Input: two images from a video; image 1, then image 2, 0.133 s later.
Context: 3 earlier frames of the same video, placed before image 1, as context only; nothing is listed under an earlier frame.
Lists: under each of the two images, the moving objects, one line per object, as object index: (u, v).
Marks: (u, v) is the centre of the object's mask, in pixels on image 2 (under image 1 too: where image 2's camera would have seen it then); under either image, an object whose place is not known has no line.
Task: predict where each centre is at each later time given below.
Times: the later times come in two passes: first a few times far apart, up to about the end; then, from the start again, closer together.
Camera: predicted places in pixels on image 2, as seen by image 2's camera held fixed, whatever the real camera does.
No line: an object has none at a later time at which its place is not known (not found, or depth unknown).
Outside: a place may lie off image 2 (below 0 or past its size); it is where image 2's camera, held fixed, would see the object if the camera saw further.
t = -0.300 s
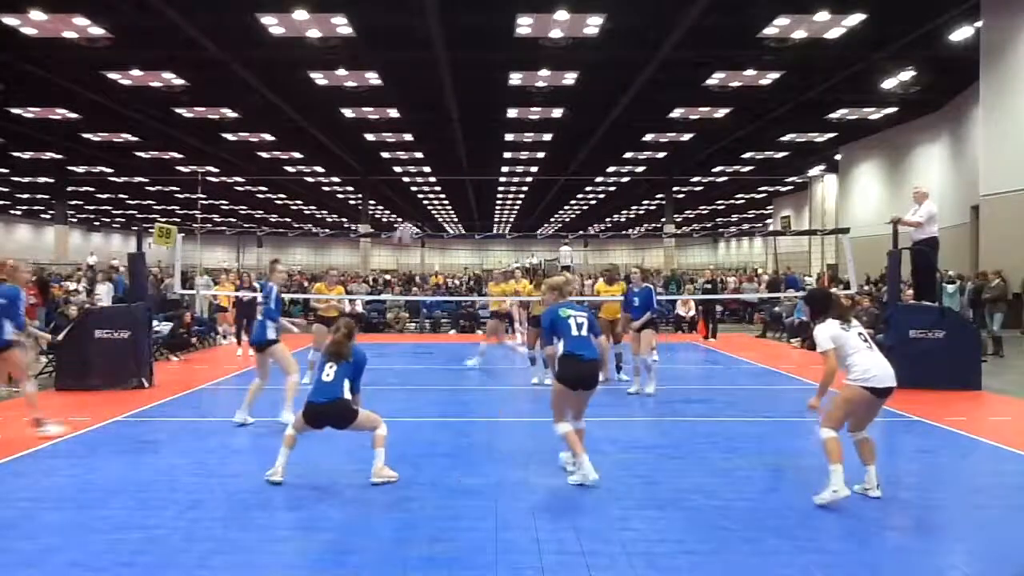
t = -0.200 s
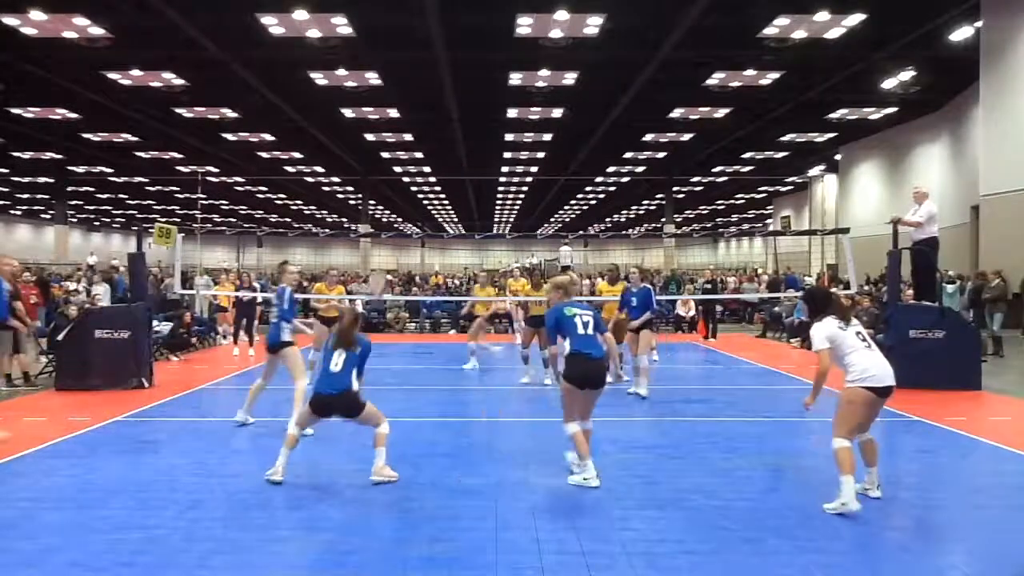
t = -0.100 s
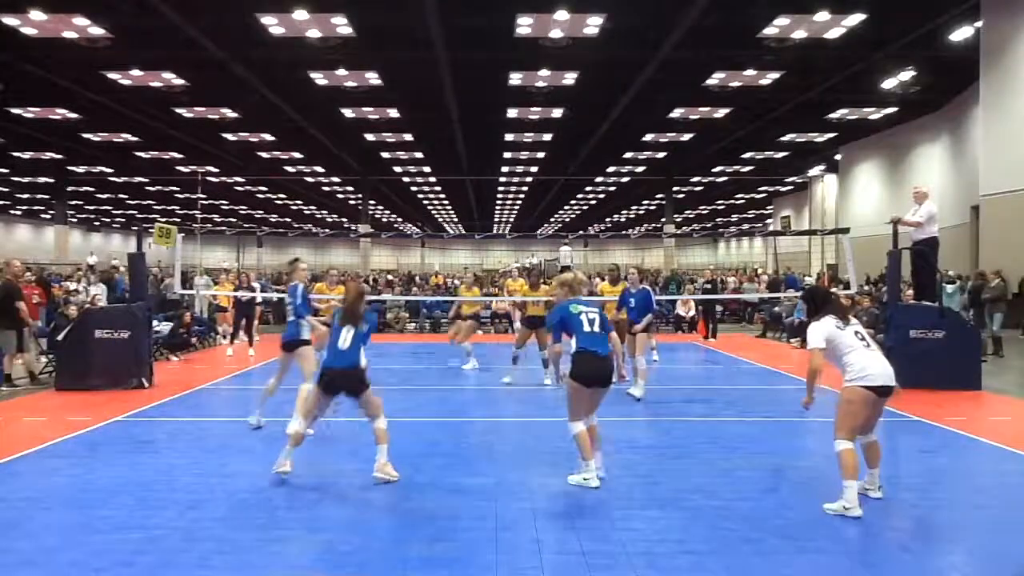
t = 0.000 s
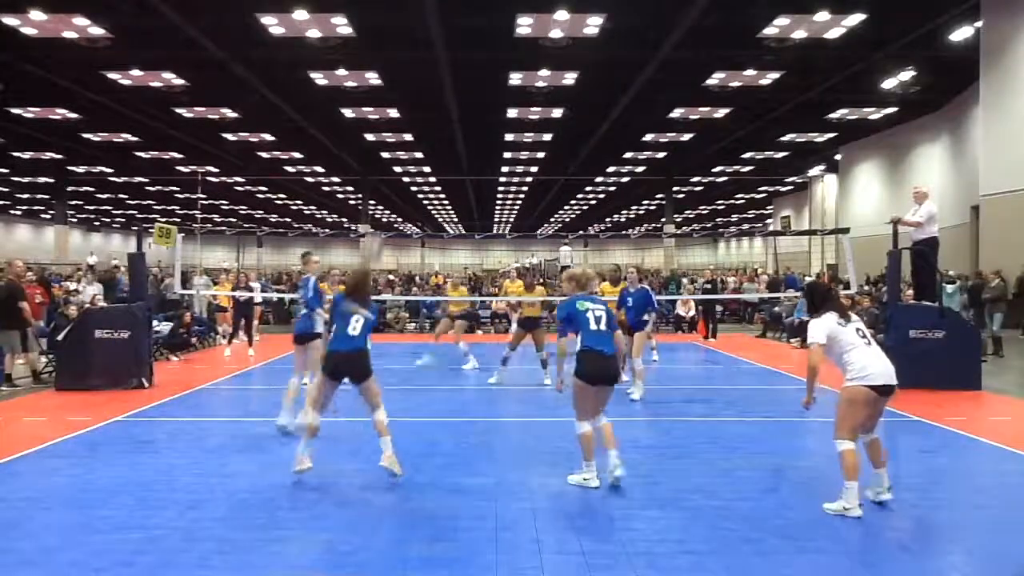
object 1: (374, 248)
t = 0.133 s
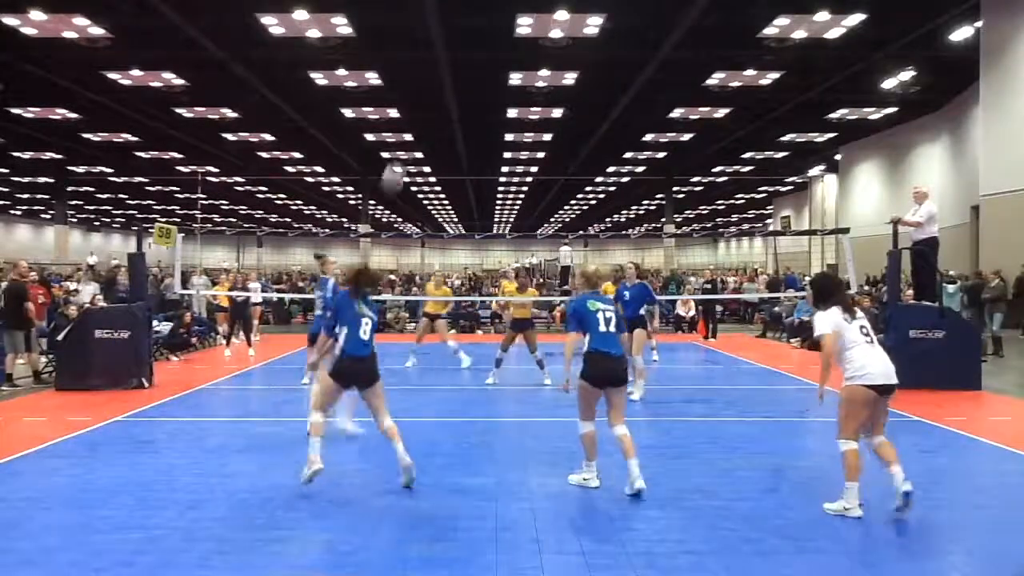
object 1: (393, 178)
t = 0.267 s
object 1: (412, 132)
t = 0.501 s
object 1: (437, 107)
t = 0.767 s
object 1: (463, 136)
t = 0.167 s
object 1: (397, 165)
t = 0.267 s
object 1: (412, 132)
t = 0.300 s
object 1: (416, 125)
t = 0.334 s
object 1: (419, 120)
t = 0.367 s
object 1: (423, 115)
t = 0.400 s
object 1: (427, 111)
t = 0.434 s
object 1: (431, 109)
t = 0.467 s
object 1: (434, 107)
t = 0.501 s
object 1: (437, 107)
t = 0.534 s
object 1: (441, 107)
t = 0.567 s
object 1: (445, 109)
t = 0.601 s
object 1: (448, 111)
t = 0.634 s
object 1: (451, 115)
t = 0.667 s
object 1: (454, 118)
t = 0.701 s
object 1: (457, 124)
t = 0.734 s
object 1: (460, 130)
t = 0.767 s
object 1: (463, 136)
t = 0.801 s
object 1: (466, 143)
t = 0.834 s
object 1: (469, 153)
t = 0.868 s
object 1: (471, 161)
